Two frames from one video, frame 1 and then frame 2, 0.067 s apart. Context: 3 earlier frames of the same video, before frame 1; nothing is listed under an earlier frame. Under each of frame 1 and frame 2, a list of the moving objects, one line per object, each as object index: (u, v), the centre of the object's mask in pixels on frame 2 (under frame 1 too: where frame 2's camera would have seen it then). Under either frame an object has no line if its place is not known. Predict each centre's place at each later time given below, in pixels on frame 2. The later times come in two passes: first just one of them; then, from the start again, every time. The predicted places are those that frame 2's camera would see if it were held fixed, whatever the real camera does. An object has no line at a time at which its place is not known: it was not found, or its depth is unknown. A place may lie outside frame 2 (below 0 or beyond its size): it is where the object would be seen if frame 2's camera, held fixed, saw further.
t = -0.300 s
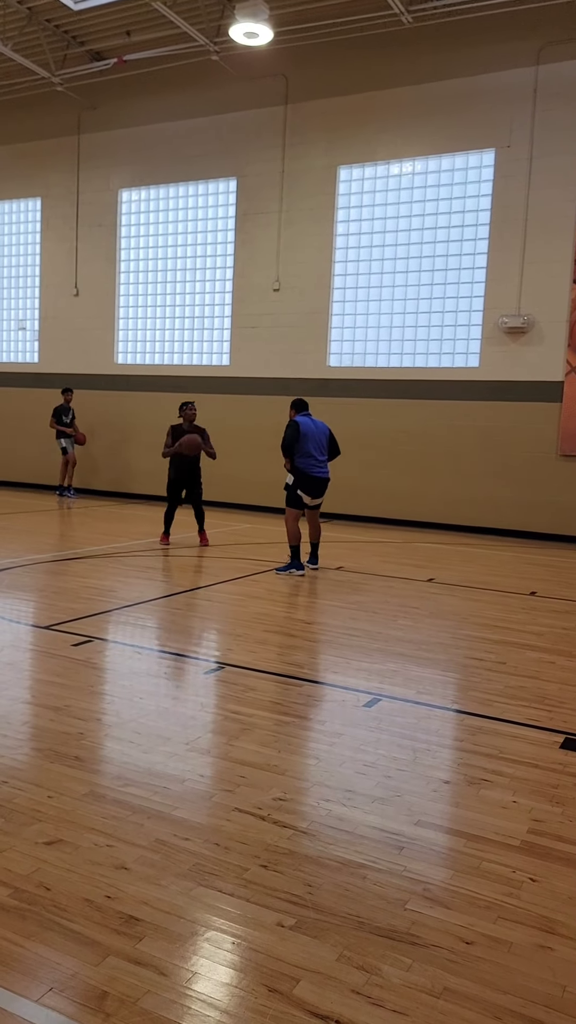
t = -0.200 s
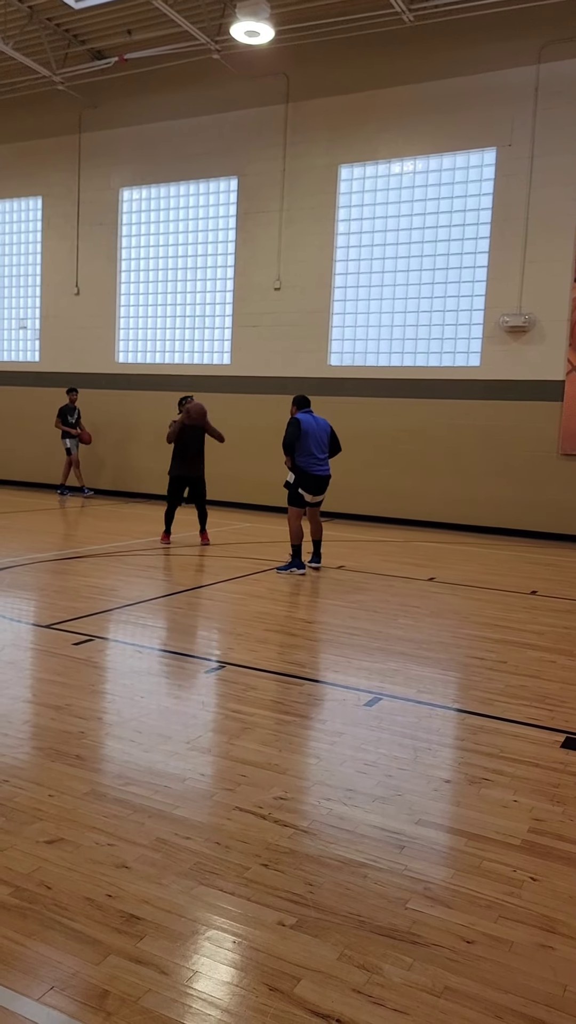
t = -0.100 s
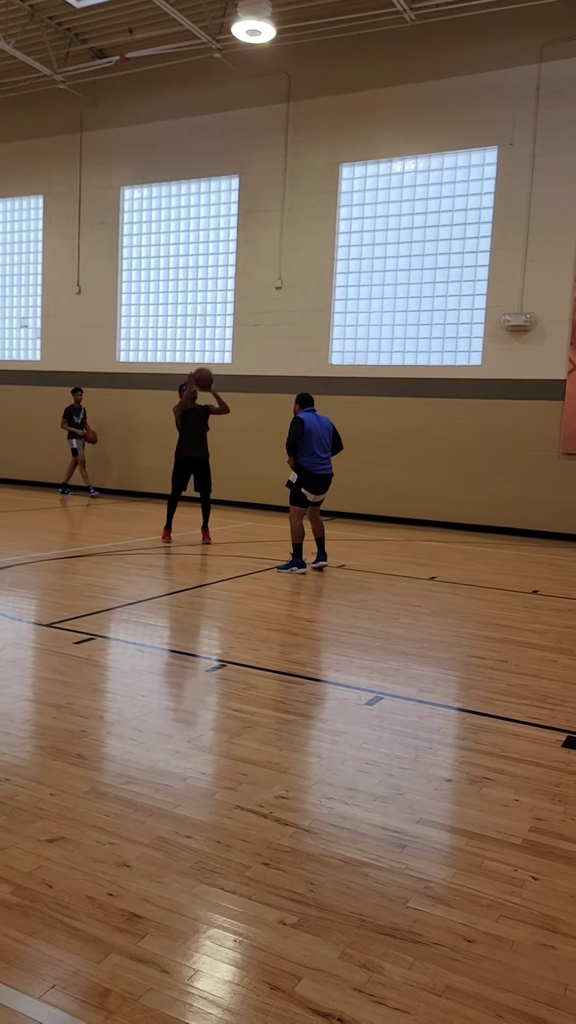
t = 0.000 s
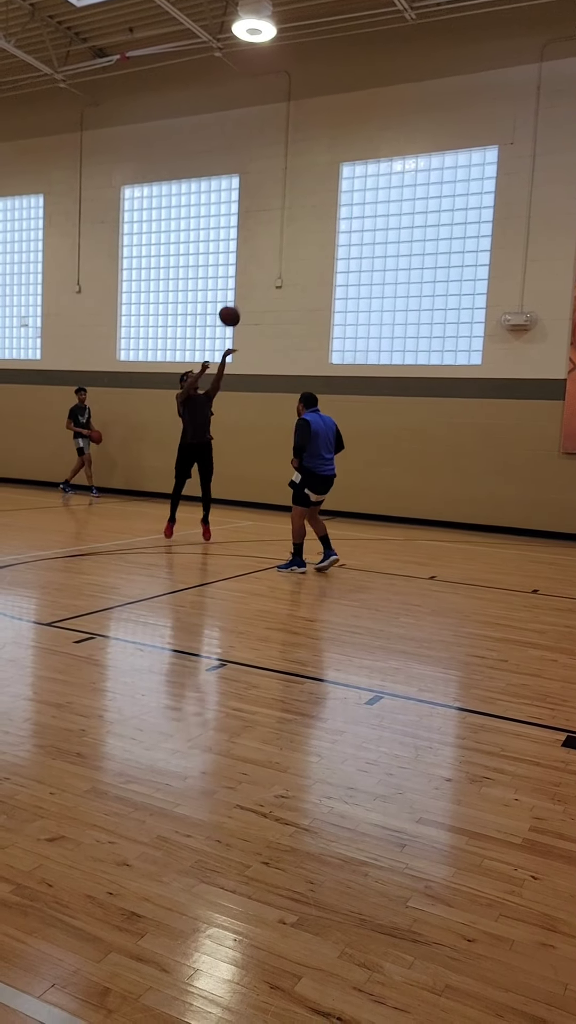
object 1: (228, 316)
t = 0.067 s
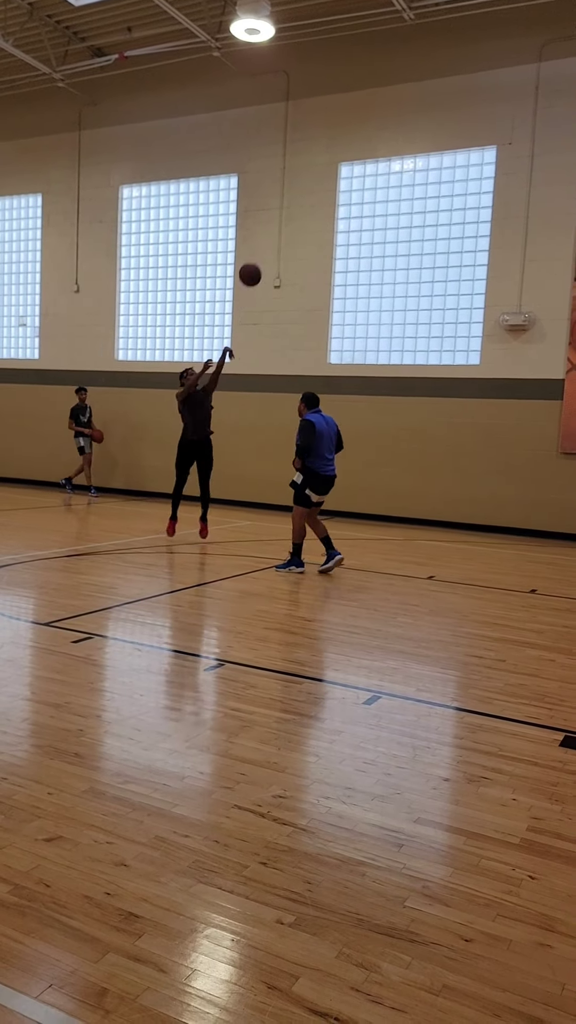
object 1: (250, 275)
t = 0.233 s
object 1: (308, 181)
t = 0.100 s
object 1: (261, 255)
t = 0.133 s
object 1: (273, 236)
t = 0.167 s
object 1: (285, 217)
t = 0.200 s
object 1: (296, 199)
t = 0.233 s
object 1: (308, 181)
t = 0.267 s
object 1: (320, 165)
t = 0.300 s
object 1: (332, 149)
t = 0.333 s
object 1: (345, 134)
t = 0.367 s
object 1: (358, 120)
